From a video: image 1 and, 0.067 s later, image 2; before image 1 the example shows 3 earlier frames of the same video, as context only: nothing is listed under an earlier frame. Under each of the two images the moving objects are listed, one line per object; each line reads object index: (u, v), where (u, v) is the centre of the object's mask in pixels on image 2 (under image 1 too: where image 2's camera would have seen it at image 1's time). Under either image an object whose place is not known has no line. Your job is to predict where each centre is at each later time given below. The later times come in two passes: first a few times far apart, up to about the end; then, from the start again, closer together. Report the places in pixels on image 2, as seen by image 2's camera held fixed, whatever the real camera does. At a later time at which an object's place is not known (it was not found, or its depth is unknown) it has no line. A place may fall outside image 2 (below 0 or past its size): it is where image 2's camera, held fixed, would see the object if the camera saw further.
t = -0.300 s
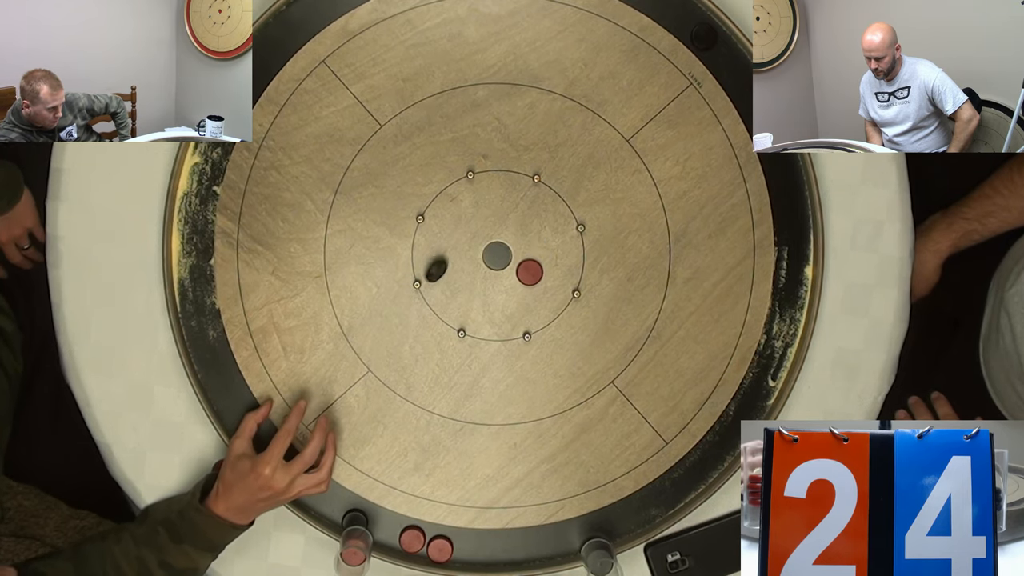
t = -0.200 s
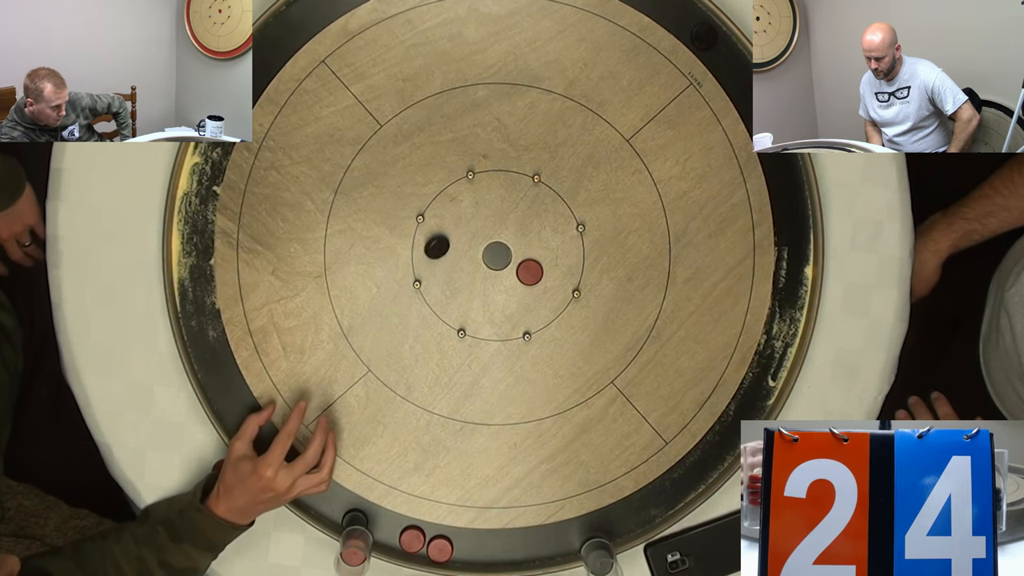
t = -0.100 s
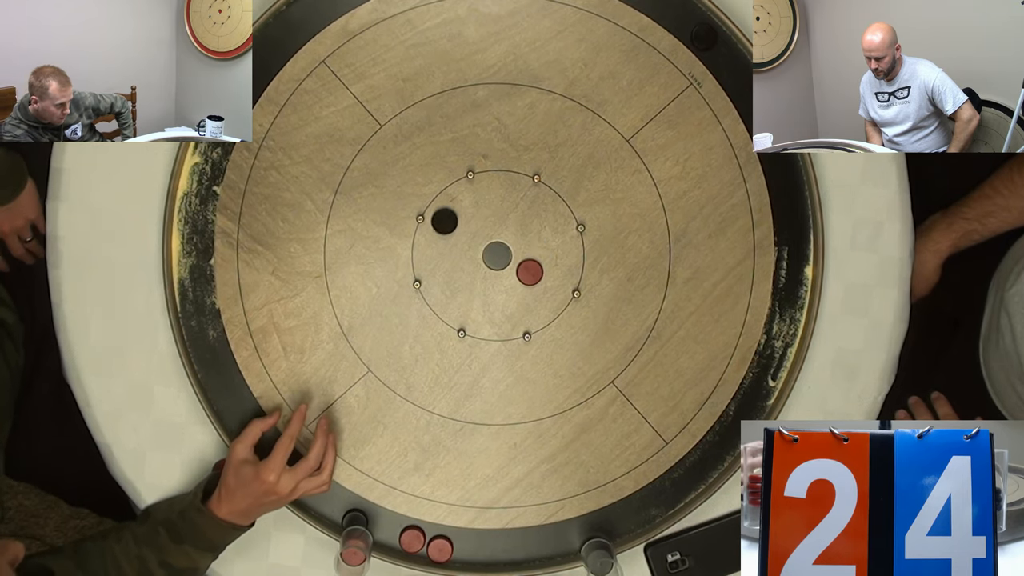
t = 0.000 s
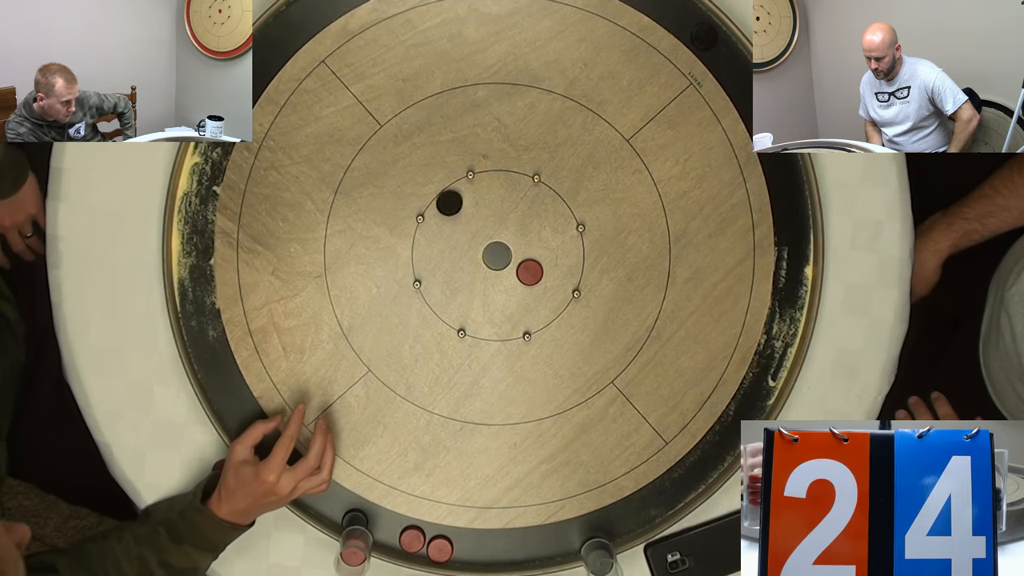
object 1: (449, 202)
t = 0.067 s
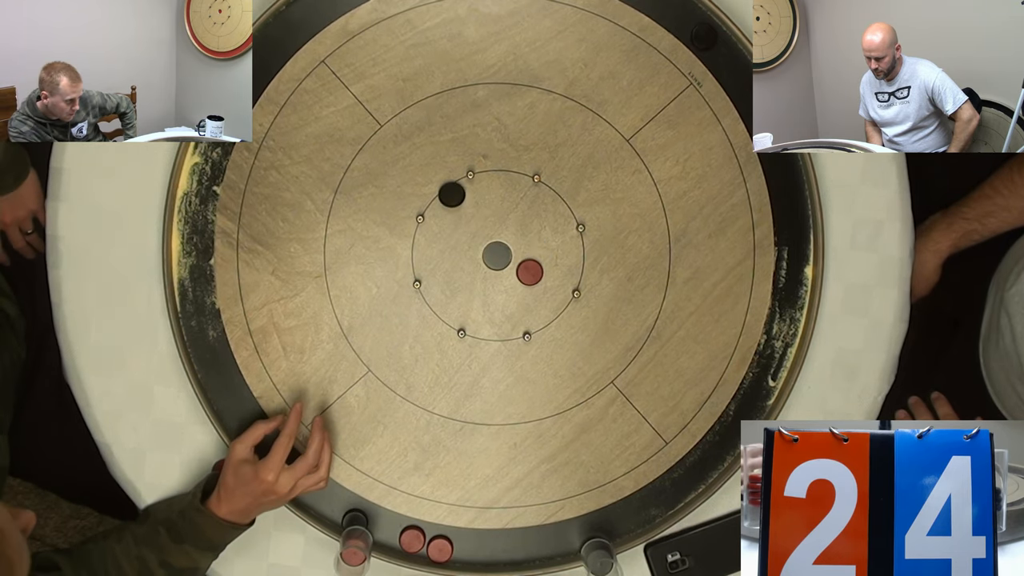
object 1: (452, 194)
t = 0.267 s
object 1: (452, 182)
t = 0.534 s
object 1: (449, 184)
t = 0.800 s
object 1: (448, 184)
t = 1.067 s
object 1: (448, 184)
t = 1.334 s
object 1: (448, 184)
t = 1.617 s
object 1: (448, 184)
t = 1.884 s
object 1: (448, 184)
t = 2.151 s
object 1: (448, 184)
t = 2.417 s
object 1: (448, 184)
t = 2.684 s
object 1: (448, 184)
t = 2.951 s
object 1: (448, 184)
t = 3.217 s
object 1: (448, 184)
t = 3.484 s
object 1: (448, 184)
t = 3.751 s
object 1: (448, 184)
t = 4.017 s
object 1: (448, 184)
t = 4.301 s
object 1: (448, 184)
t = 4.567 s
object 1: (448, 184)
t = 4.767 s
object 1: (448, 184)
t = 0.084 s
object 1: (452, 192)
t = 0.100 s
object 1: (452, 191)
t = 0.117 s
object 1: (453, 190)
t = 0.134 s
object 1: (453, 188)
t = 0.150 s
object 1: (453, 187)
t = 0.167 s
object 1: (453, 186)
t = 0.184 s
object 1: (453, 185)
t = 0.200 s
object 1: (453, 184)
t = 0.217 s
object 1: (453, 184)
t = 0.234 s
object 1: (453, 183)
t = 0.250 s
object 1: (452, 182)
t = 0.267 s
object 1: (452, 182)
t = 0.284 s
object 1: (451, 182)
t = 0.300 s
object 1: (451, 181)
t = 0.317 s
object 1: (450, 181)
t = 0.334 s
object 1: (450, 182)
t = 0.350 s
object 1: (450, 181)
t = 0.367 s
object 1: (449, 182)
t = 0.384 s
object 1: (449, 182)
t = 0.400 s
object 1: (448, 182)
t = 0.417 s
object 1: (448, 182)
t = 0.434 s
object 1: (448, 183)
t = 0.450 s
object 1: (448, 183)
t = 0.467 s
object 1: (448, 183)
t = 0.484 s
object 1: (448, 183)
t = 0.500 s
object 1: (448, 183)
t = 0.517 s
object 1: (448, 183)
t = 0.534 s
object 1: (449, 184)
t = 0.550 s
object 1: (448, 184)
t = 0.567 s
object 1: (448, 184)
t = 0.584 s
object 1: (448, 184)
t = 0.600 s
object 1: (449, 184)
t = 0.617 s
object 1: (448, 184)
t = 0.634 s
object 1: (448, 184)
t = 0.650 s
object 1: (448, 184)
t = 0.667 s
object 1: (448, 184)
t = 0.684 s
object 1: (448, 184)
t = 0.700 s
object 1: (448, 184)
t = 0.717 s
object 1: (448, 184)
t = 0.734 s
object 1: (448, 184)
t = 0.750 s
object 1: (448, 184)
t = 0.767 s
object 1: (448, 184)
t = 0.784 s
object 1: (448, 184)
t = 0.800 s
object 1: (448, 184)
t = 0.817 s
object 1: (448, 184)
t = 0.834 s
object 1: (448, 184)
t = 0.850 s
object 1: (448, 183)
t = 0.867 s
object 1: (448, 183)
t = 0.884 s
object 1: (448, 184)
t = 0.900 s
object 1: (448, 184)
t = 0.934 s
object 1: (448, 183)
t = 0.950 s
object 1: (448, 184)
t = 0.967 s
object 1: (448, 183)
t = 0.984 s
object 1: (448, 183)
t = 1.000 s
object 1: (448, 184)
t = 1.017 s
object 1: (448, 184)
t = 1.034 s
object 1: (448, 184)
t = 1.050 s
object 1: (448, 183)
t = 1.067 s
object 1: (448, 184)
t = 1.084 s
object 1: (448, 184)
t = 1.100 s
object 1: (448, 184)
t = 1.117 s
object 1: (448, 184)
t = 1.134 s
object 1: (448, 184)
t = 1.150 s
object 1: (448, 184)
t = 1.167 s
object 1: (448, 184)
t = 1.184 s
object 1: (448, 184)
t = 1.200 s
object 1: (448, 184)
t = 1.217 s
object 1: (448, 184)
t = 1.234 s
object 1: (448, 184)
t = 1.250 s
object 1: (448, 184)
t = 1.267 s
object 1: (448, 184)
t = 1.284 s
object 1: (448, 184)
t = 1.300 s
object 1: (448, 184)
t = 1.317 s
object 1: (448, 184)
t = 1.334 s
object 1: (448, 184)
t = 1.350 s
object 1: (448, 184)
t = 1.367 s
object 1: (448, 184)
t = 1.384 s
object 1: (448, 184)
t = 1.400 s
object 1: (448, 184)
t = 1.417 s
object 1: (448, 184)
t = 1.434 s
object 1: (448, 184)
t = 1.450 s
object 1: (448, 184)
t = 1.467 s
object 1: (448, 184)
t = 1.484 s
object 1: (448, 184)
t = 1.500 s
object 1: (448, 183)
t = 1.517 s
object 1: (448, 184)
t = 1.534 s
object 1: (448, 184)
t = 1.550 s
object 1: (448, 184)
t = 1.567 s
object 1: (448, 184)
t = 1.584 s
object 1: (448, 184)
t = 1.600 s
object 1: (448, 184)
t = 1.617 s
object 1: (448, 184)
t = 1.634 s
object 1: (448, 184)
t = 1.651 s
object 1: (448, 184)
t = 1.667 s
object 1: (448, 184)
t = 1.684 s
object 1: (448, 184)
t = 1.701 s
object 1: (448, 184)
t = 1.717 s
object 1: (448, 184)
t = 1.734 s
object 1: (448, 184)
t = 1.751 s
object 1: (448, 184)
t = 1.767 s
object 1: (448, 183)
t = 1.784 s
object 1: (448, 184)
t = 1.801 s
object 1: (448, 184)
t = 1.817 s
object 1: (448, 184)
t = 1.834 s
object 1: (448, 184)
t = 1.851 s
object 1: (448, 184)
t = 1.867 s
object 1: (448, 184)
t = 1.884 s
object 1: (448, 184)
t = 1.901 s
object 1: (448, 184)
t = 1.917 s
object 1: (448, 184)
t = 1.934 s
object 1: (448, 184)
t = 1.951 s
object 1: (448, 184)
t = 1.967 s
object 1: (448, 184)
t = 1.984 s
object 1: (448, 184)
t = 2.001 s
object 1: (448, 184)
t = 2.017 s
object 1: (448, 184)
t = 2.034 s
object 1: (448, 184)
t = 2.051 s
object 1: (448, 184)
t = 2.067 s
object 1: (448, 184)
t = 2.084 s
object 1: (448, 184)
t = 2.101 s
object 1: (448, 184)
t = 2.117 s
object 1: (448, 184)
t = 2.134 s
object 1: (448, 184)
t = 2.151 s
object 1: (448, 184)
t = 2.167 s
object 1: (448, 184)
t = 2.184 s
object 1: (448, 184)
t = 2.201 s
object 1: (448, 184)
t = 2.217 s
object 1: (448, 184)
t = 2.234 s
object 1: (448, 184)
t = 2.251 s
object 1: (448, 184)
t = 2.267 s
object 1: (448, 184)
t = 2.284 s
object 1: (448, 184)
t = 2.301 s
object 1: (448, 184)
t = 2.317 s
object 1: (448, 184)
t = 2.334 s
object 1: (448, 184)
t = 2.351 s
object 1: (448, 184)
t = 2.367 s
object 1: (448, 184)
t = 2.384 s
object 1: (448, 184)
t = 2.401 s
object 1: (448, 184)
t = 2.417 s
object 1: (448, 184)
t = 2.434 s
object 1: (448, 184)
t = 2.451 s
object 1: (448, 184)
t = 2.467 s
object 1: (448, 184)
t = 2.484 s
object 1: (448, 184)
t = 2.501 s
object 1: (448, 184)
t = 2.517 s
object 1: (448, 184)
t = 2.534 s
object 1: (448, 184)
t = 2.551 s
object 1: (448, 184)
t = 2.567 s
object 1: (448, 184)
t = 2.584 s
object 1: (448, 184)
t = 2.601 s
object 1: (448, 184)
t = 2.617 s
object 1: (448, 184)
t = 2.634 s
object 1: (448, 184)
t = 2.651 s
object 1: (448, 184)
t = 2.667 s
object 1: (448, 184)
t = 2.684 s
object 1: (448, 184)
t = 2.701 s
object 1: (448, 184)
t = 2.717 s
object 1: (448, 184)
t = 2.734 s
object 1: (448, 184)
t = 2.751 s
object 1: (448, 184)
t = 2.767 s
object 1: (448, 184)
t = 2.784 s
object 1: (448, 184)
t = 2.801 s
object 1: (448, 184)
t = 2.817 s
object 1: (448, 184)
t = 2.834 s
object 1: (448, 184)
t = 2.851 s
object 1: (448, 184)
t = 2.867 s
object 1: (448, 184)
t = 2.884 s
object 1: (448, 184)
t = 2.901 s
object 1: (448, 184)
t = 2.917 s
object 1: (448, 184)
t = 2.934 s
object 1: (448, 184)
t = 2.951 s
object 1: (448, 184)
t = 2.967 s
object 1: (448, 184)
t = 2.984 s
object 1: (448, 184)
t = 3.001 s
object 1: (448, 184)
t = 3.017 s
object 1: (448, 184)
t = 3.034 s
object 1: (448, 184)
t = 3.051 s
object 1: (448, 184)
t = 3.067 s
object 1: (448, 184)
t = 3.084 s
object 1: (448, 184)
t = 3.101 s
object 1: (448, 184)
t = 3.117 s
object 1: (448, 184)
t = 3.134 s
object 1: (448, 184)
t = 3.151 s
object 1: (448, 184)
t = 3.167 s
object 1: (448, 184)
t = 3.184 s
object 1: (448, 184)
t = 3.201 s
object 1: (448, 184)
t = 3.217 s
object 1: (448, 184)
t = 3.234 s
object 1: (448, 184)
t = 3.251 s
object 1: (448, 184)
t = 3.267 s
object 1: (448, 184)
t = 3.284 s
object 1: (448, 184)
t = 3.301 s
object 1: (448, 184)
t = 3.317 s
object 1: (448, 184)
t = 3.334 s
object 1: (448, 184)
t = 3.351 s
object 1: (448, 184)
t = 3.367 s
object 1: (448, 184)
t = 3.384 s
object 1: (448, 184)
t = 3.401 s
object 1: (448, 184)
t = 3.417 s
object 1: (448, 184)
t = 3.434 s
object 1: (448, 184)
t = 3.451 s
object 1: (448, 184)
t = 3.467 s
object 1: (448, 184)
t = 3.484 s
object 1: (448, 184)
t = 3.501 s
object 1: (448, 184)
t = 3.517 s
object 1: (448, 184)
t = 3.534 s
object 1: (448, 184)
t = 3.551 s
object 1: (448, 184)
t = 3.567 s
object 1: (448, 184)
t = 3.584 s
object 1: (448, 184)
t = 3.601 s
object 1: (448, 184)
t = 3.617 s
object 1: (448, 184)
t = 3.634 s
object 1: (448, 184)
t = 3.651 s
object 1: (448, 184)
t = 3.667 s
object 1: (448, 184)
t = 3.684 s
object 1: (448, 184)
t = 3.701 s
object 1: (448, 184)
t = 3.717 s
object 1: (448, 184)
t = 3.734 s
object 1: (448, 184)
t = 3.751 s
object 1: (448, 184)
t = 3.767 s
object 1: (448, 184)
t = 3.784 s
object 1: (448, 184)
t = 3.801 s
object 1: (448, 184)
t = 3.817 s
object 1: (448, 184)
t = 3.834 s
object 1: (448, 184)
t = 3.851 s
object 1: (448, 184)
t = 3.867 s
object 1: (448, 184)
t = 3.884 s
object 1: (448, 184)
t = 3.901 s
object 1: (448, 184)
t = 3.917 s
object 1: (448, 184)
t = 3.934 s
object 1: (448, 184)
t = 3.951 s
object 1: (448, 184)
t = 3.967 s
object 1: (448, 184)
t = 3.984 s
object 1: (448, 184)
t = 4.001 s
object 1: (448, 184)
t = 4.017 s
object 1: (448, 184)
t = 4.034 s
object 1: (448, 184)
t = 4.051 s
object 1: (448, 184)
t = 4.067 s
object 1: (448, 184)
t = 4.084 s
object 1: (448, 184)
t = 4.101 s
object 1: (448, 184)
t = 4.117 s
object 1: (448, 184)
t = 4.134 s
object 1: (448, 184)
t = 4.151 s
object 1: (448, 184)
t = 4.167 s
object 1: (448, 184)
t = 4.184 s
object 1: (448, 184)
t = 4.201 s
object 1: (448, 184)
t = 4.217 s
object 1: (448, 184)
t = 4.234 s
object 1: (448, 184)
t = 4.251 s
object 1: (448, 184)
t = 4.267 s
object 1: (448, 184)
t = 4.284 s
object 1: (448, 184)
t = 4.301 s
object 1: (448, 184)
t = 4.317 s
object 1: (448, 184)
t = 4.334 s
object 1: (448, 184)
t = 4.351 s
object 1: (448, 184)
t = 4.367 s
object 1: (448, 184)
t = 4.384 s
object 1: (448, 184)
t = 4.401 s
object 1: (448, 184)
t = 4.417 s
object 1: (448, 184)
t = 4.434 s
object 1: (448, 184)
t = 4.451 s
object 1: (448, 184)
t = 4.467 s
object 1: (448, 184)
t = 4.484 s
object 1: (448, 184)
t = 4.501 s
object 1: (448, 184)
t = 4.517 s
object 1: (448, 184)
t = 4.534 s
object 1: (448, 184)
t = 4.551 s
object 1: (448, 184)
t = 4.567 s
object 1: (448, 184)
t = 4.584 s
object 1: (448, 184)
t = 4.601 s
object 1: (448, 184)
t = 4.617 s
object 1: (448, 184)
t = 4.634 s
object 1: (448, 184)
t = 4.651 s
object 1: (448, 184)
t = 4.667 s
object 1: (448, 184)
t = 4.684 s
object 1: (448, 184)
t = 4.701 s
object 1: (448, 184)
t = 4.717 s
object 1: (448, 184)
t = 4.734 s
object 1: (448, 184)
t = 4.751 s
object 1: (448, 184)
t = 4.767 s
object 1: (448, 184)
